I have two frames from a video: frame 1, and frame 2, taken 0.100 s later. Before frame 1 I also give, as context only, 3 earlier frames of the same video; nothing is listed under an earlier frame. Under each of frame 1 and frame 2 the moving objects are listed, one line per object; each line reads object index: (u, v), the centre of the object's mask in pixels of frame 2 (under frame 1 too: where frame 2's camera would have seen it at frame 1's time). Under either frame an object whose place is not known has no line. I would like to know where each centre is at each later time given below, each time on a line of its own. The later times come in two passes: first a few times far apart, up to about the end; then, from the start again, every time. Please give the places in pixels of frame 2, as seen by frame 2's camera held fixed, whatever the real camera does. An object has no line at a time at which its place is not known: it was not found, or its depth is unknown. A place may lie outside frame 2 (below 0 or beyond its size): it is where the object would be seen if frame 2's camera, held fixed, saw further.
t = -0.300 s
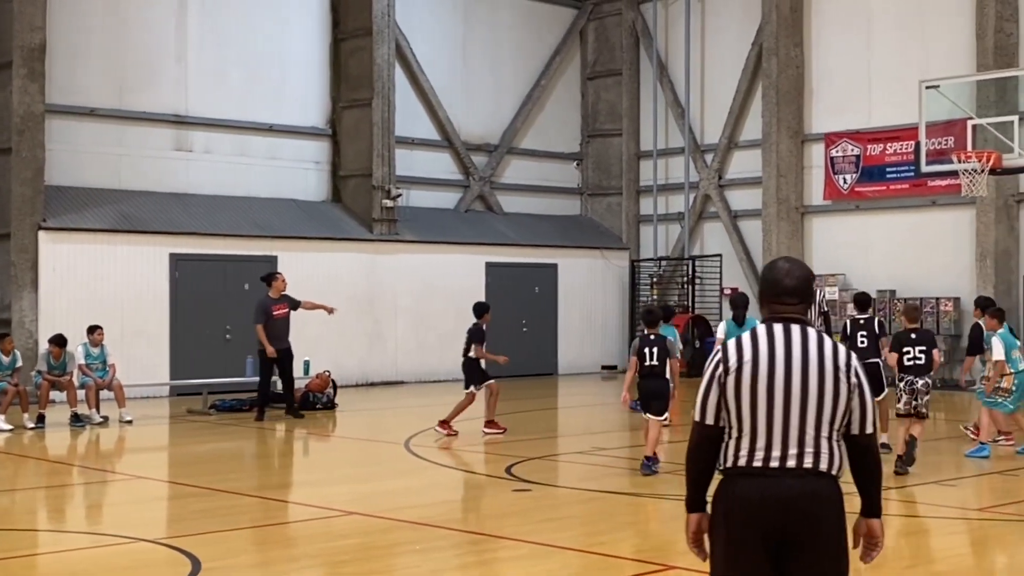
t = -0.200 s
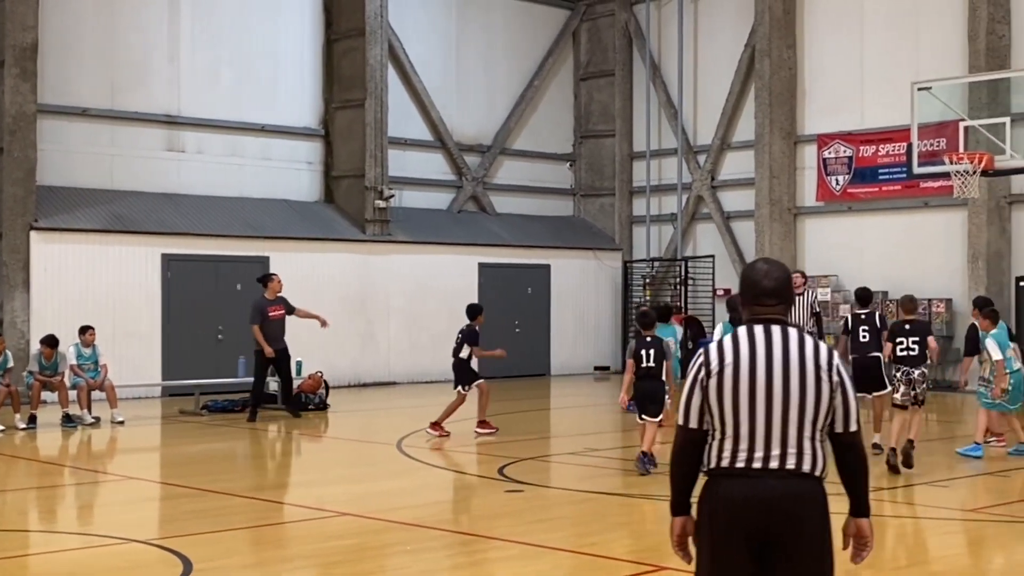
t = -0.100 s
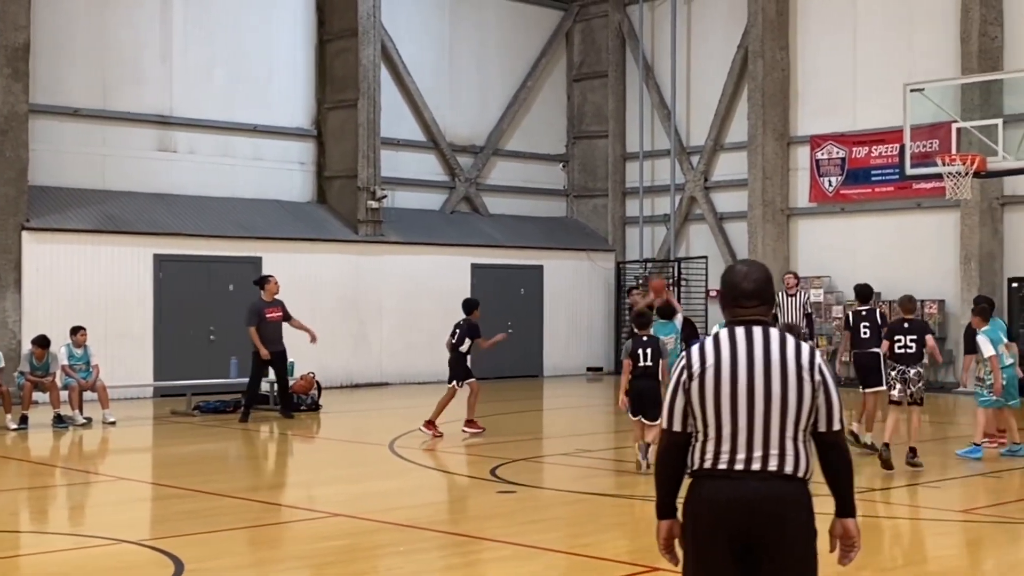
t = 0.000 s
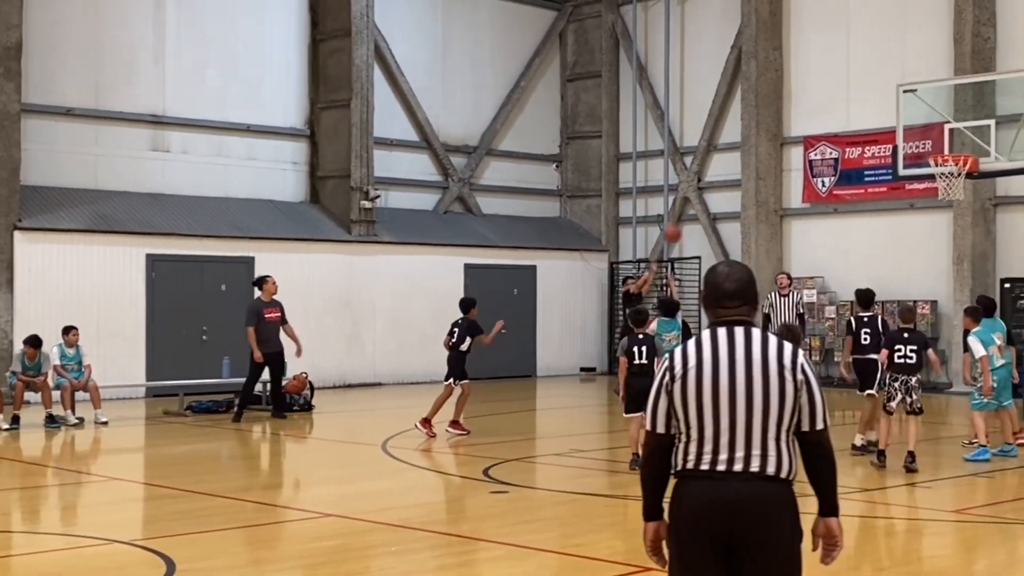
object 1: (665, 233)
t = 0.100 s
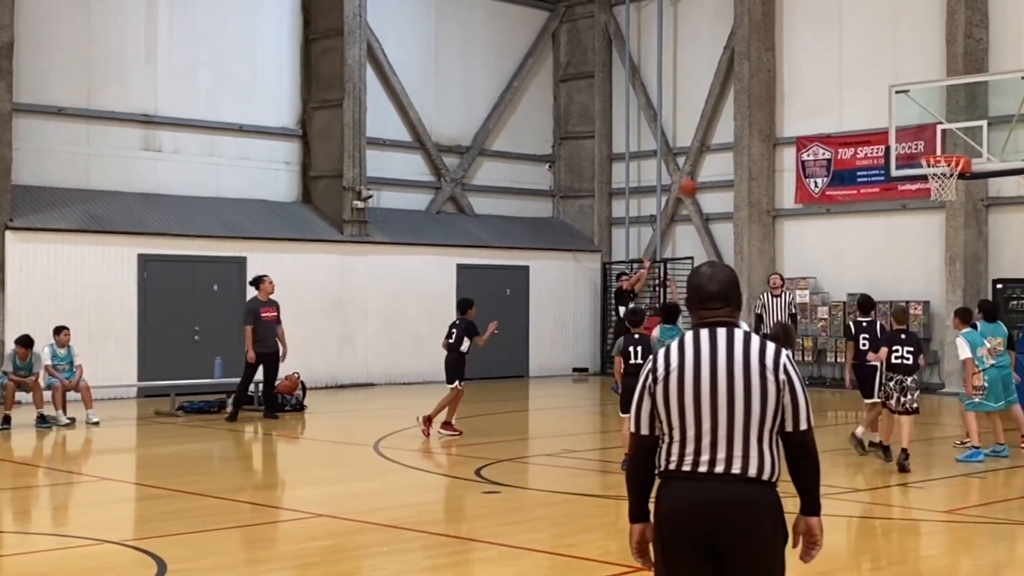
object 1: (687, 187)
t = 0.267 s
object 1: (727, 125)
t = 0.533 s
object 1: (791, 65)
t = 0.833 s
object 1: (868, 67)
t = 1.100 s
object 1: (942, 134)
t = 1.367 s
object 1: (952, 104)
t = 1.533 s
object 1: (952, 102)
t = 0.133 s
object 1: (695, 173)
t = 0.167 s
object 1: (703, 160)
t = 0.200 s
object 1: (711, 147)
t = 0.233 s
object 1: (718, 135)
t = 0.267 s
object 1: (727, 125)
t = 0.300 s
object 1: (735, 114)
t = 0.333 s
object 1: (743, 105)
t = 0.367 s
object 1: (750, 97)
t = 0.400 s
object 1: (758, 88)
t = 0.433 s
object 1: (767, 81)
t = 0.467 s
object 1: (775, 76)
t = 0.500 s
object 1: (783, 70)
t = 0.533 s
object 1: (791, 65)
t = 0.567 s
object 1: (799, 62)
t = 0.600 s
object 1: (808, 59)
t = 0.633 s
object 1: (816, 57)
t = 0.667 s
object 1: (825, 56)
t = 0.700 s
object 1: (833, 56)
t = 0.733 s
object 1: (842, 57)
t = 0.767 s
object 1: (851, 60)
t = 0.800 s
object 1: (859, 63)
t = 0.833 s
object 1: (868, 67)
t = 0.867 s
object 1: (877, 71)
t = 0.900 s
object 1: (886, 78)
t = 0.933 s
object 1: (895, 84)
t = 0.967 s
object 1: (904, 92)
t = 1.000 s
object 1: (914, 101)
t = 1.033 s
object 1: (923, 111)
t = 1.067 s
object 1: (932, 121)
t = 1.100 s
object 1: (942, 134)
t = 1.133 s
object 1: (950, 145)
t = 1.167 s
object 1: (951, 140)
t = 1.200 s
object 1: (951, 130)
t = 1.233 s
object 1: (951, 123)
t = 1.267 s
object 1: (952, 116)
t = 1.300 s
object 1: (952, 111)
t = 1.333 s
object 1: (951, 107)
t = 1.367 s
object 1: (952, 104)
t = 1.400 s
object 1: (952, 102)
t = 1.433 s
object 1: (952, 100)
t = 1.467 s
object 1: (952, 100)
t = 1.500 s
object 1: (953, 100)
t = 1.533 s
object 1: (952, 102)
